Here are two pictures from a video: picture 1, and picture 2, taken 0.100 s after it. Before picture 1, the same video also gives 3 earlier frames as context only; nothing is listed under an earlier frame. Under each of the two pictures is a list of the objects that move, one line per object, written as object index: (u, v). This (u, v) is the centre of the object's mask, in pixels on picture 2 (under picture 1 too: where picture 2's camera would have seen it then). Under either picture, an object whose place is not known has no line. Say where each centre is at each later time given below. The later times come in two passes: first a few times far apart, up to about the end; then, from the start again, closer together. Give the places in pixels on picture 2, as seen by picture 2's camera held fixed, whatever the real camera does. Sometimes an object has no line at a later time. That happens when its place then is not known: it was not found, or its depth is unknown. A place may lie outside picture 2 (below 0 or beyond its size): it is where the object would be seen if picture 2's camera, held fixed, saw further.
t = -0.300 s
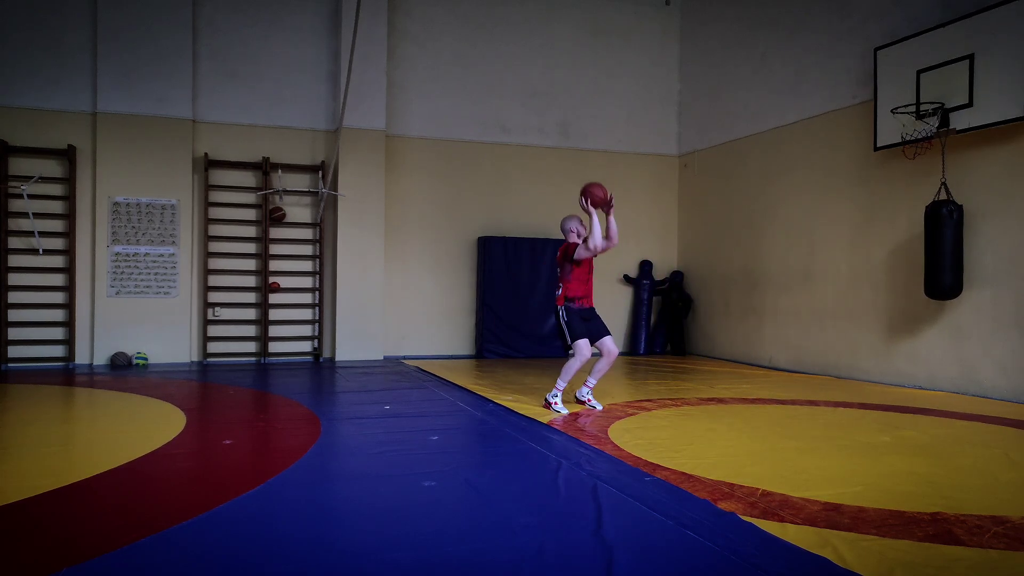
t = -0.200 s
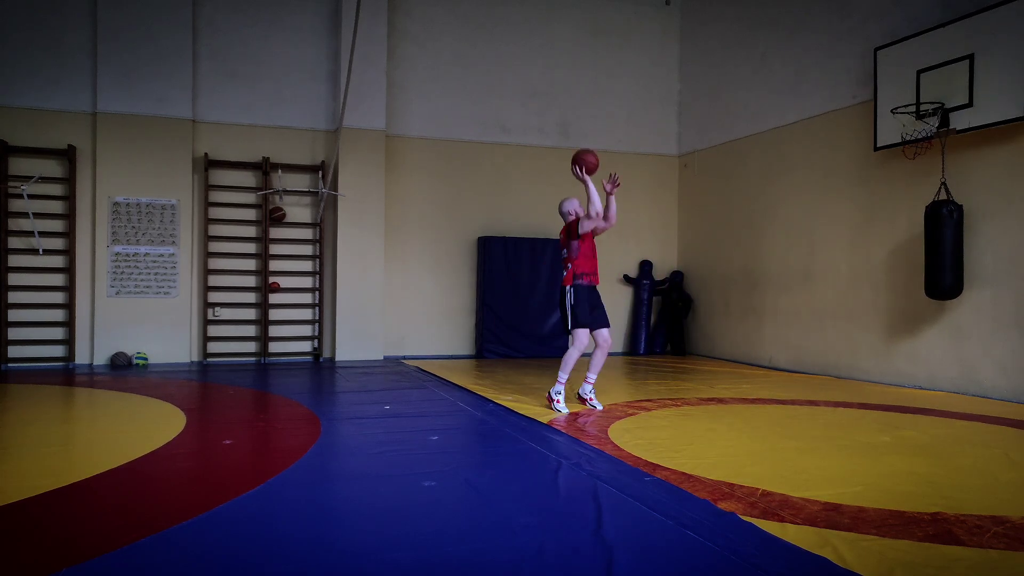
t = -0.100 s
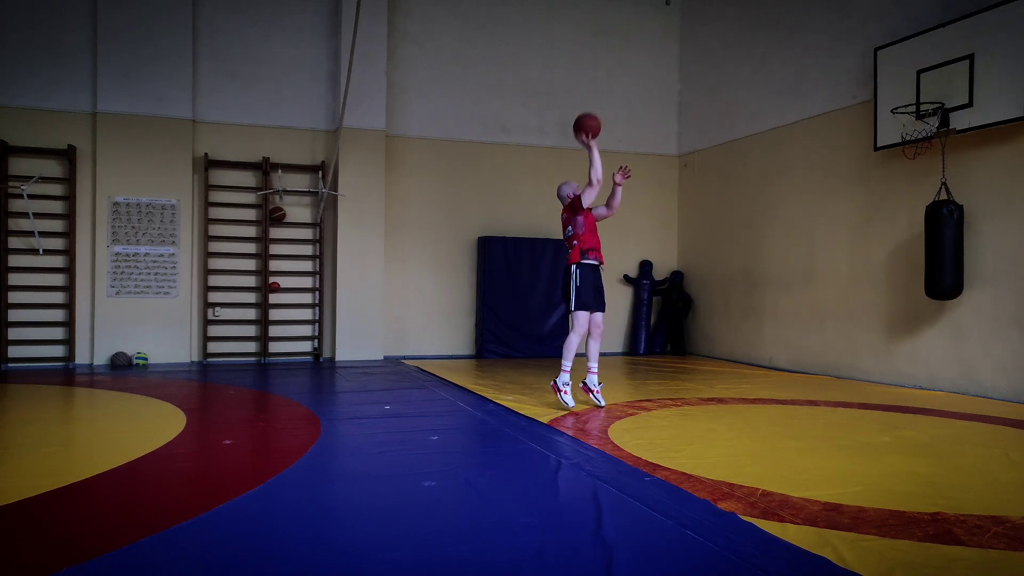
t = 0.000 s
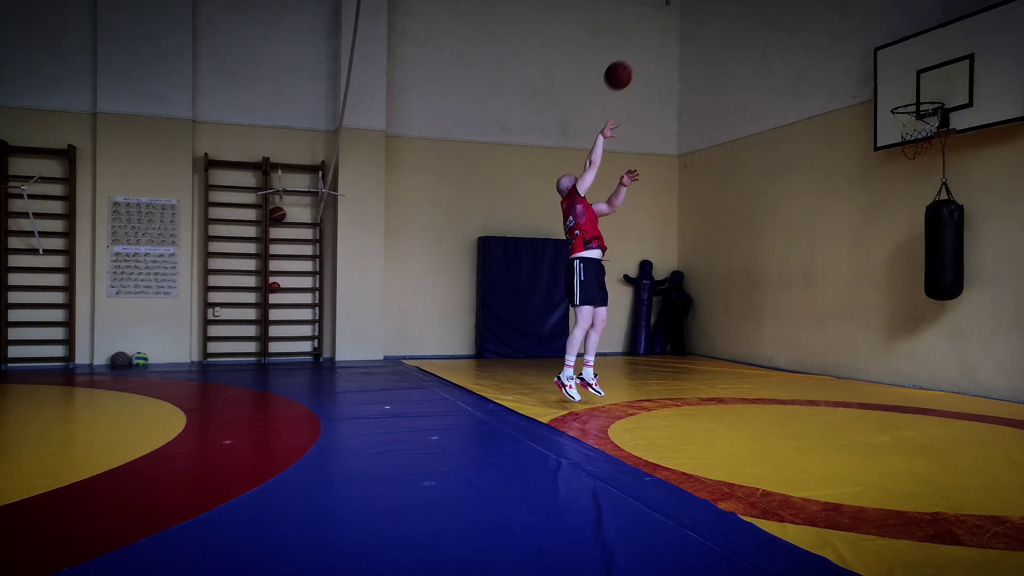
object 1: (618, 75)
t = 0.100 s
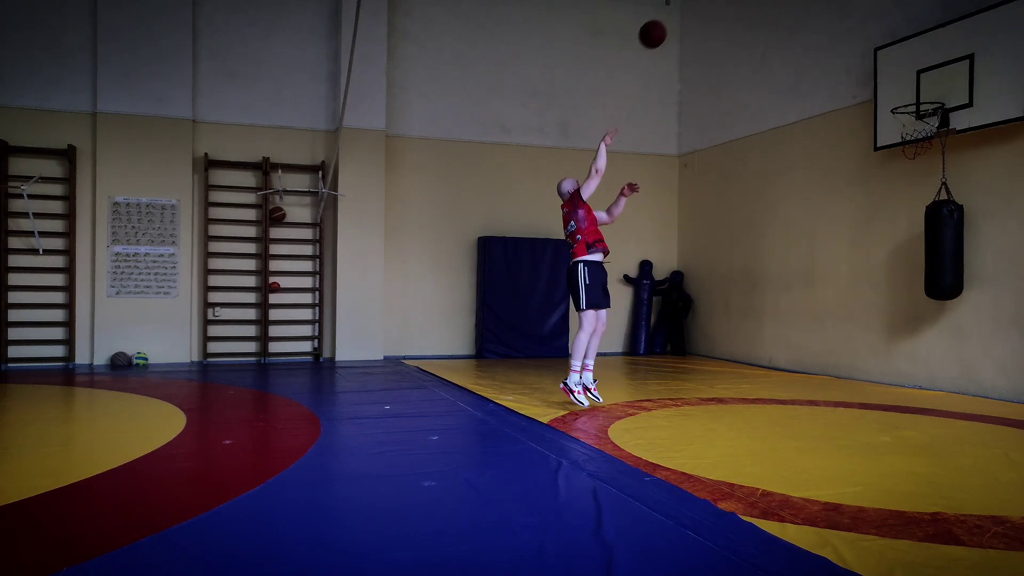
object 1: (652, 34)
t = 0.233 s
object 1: (695, 5)
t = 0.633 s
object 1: (811, 6)
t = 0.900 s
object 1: (877, 83)
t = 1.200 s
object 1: (842, 107)
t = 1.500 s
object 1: (794, 170)
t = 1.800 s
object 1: (755, 286)
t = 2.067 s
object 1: (731, 325)
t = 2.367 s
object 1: (716, 266)
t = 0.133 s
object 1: (664, 23)
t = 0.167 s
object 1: (674, 13)
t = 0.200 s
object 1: (685, 8)
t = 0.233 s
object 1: (695, 5)
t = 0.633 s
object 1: (811, 6)
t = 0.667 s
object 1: (820, 9)
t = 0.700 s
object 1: (828, 15)
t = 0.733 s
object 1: (837, 24)
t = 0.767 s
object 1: (845, 34)
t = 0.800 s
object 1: (853, 45)
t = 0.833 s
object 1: (861, 57)
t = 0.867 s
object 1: (869, 70)
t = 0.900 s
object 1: (877, 83)
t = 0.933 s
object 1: (885, 98)
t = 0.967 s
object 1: (886, 105)
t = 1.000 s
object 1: (879, 103)
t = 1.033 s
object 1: (873, 101)
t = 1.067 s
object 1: (866, 100)
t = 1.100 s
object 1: (861, 100)
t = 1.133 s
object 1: (854, 102)
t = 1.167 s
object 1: (848, 104)
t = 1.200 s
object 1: (842, 107)
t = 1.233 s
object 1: (836, 111)
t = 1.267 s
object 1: (831, 115)
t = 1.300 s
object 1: (825, 121)
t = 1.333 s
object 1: (820, 127)
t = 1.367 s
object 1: (814, 135)
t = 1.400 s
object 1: (809, 142)
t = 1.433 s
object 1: (804, 151)
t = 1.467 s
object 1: (799, 160)
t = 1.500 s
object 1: (794, 170)
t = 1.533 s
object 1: (790, 180)
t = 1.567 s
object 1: (785, 192)
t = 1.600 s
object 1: (781, 203)
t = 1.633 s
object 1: (776, 216)
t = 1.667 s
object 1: (772, 229)
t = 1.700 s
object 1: (767, 242)
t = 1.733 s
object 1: (763, 256)
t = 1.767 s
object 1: (759, 271)
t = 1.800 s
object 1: (755, 286)
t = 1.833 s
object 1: (751, 301)
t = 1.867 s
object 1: (747, 317)
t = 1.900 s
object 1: (743, 334)
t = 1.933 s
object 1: (740, 351)
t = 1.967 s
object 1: (737, 360)
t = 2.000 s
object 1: (734, 347)
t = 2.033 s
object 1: (733, 336)
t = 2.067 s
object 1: (731, 325)
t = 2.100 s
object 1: (729, 316)
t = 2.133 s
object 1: (727, 307)
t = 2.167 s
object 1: (726, 299)
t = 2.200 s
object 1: (724, 291)
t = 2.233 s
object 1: (722, 285)
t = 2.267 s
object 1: (721, 279)
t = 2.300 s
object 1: (719, 274)
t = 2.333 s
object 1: (717, 270)
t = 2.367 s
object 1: (716, 266)
